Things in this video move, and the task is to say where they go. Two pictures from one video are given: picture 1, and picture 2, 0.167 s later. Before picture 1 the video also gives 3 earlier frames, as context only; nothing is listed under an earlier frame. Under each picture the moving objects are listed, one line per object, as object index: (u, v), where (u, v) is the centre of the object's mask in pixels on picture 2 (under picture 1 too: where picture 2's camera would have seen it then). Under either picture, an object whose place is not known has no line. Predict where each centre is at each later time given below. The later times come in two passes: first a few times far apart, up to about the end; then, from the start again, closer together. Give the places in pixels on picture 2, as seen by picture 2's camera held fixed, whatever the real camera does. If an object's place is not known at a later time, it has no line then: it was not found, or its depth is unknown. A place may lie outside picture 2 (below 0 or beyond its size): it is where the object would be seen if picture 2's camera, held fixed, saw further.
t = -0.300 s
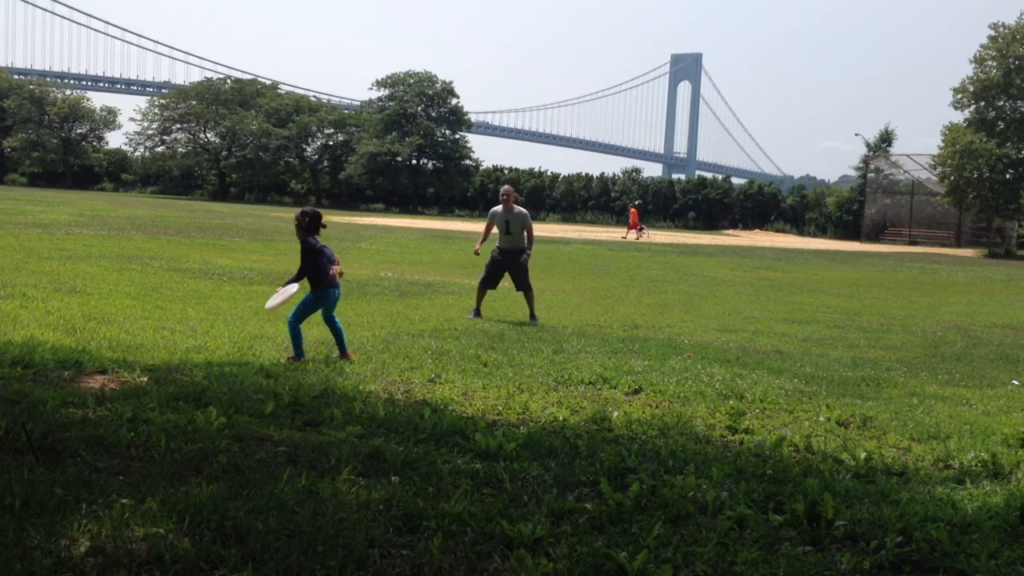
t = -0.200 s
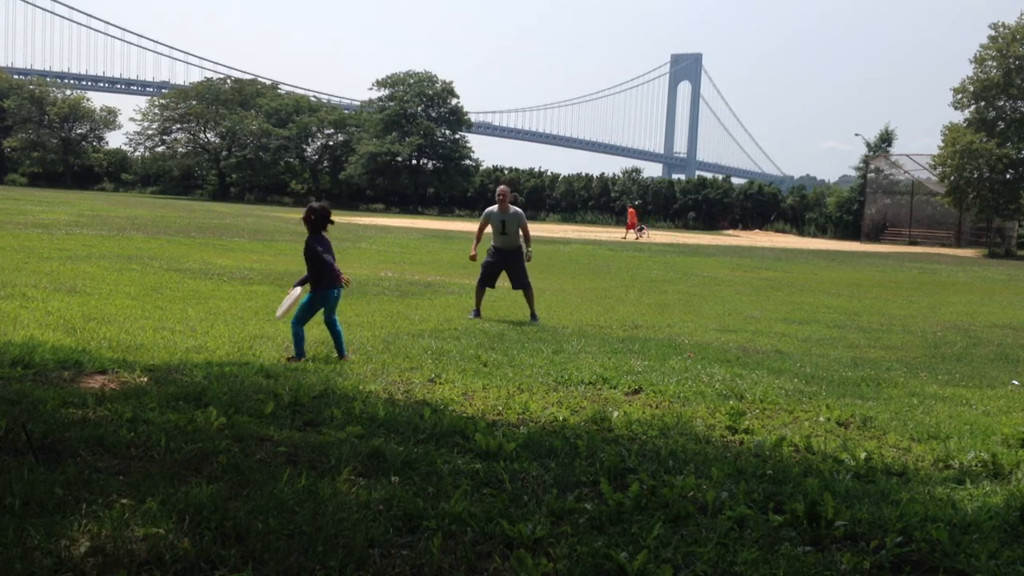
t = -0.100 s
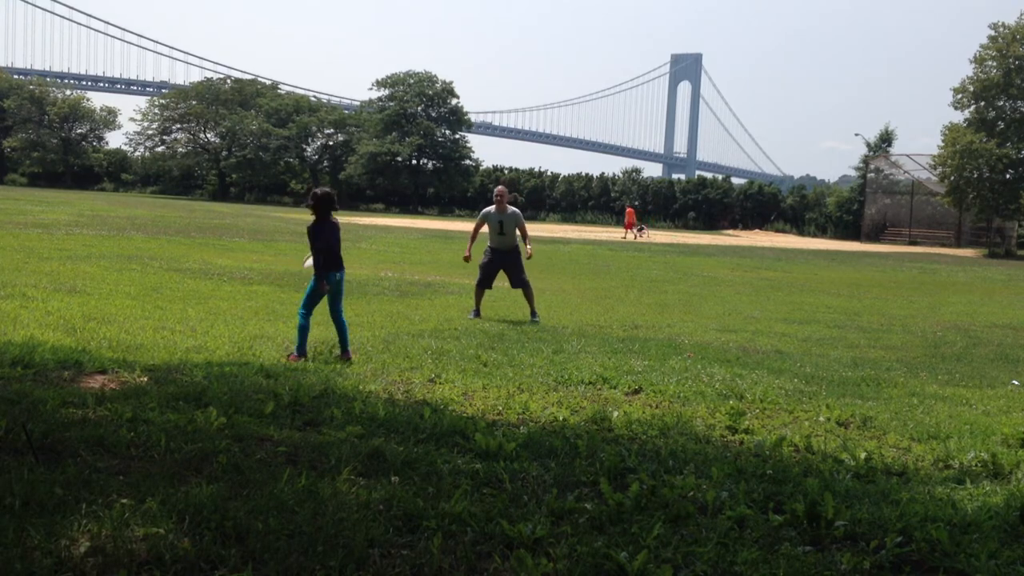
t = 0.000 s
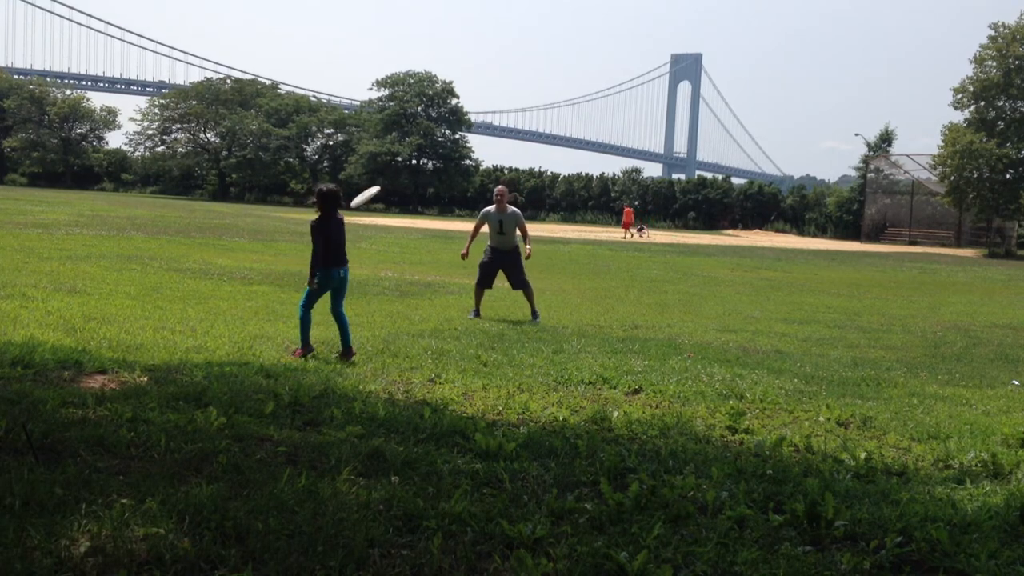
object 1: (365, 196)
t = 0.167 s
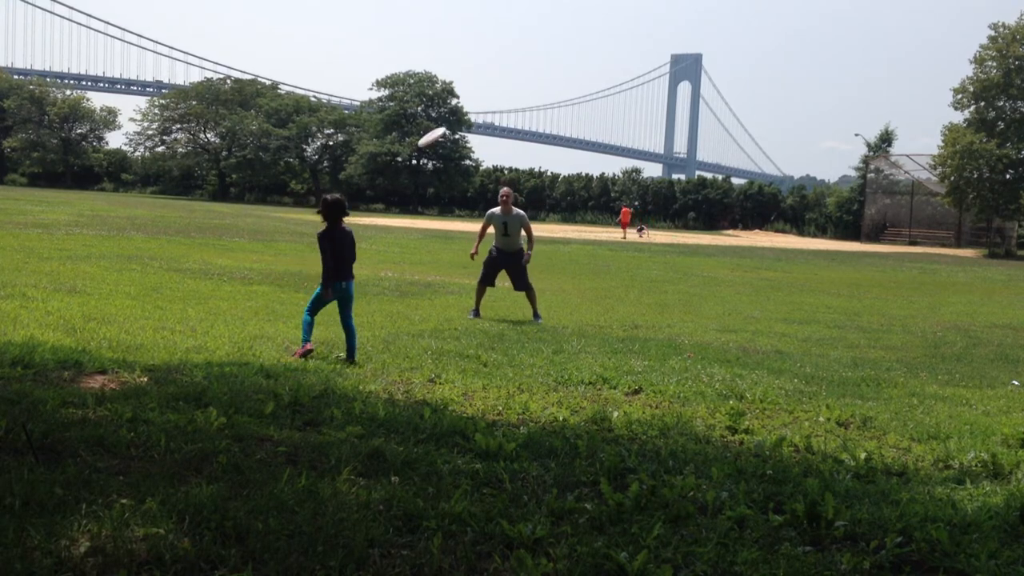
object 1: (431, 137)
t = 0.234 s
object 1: (454, 124)
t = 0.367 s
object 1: (492, 113)
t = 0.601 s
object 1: (538, 117)
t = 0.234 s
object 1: (454, 124)
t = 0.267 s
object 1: (463, 120)
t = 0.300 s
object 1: (474, 117)
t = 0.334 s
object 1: (486, 115)
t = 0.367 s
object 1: (492, 113)
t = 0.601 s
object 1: (538, 117)
